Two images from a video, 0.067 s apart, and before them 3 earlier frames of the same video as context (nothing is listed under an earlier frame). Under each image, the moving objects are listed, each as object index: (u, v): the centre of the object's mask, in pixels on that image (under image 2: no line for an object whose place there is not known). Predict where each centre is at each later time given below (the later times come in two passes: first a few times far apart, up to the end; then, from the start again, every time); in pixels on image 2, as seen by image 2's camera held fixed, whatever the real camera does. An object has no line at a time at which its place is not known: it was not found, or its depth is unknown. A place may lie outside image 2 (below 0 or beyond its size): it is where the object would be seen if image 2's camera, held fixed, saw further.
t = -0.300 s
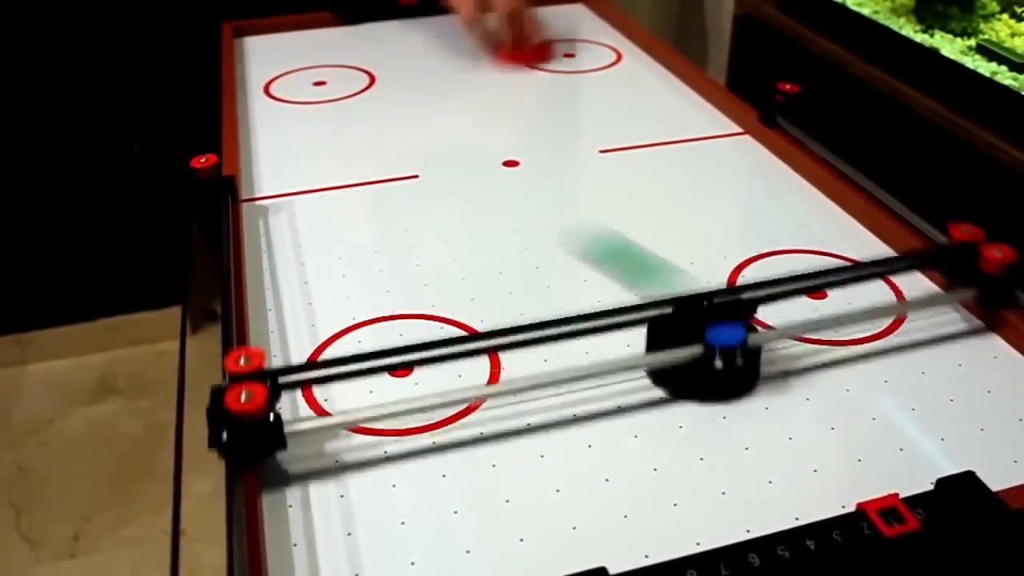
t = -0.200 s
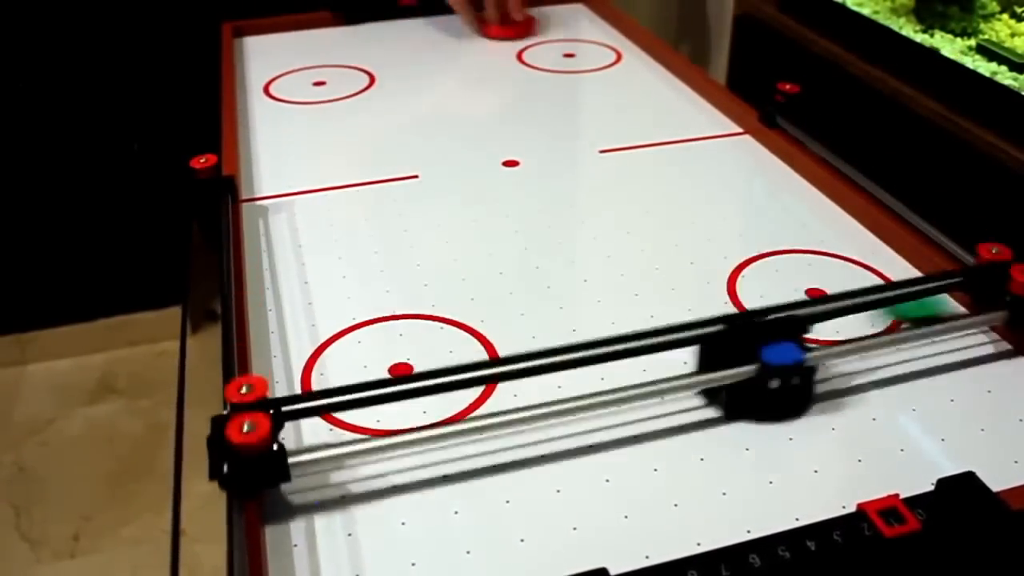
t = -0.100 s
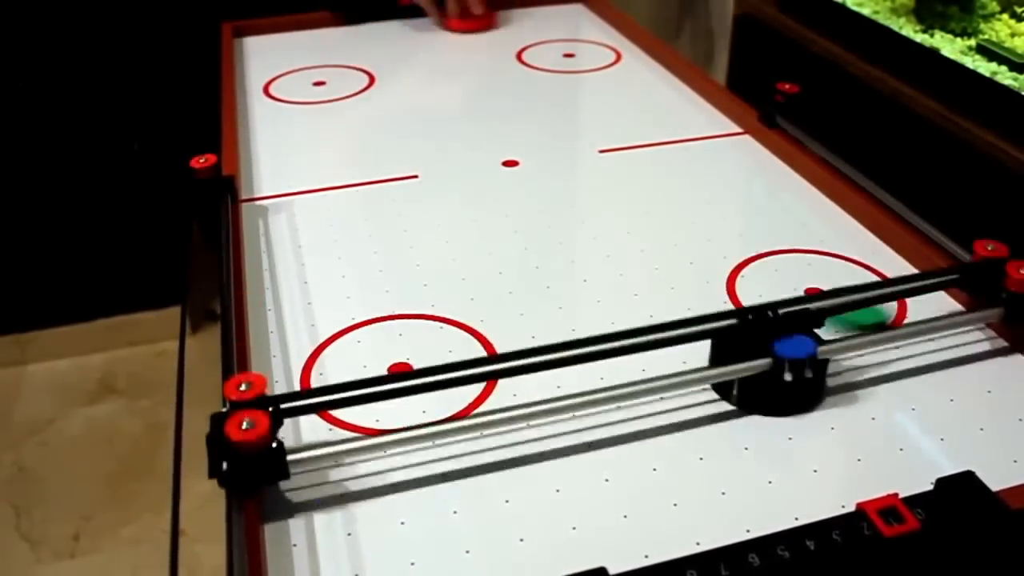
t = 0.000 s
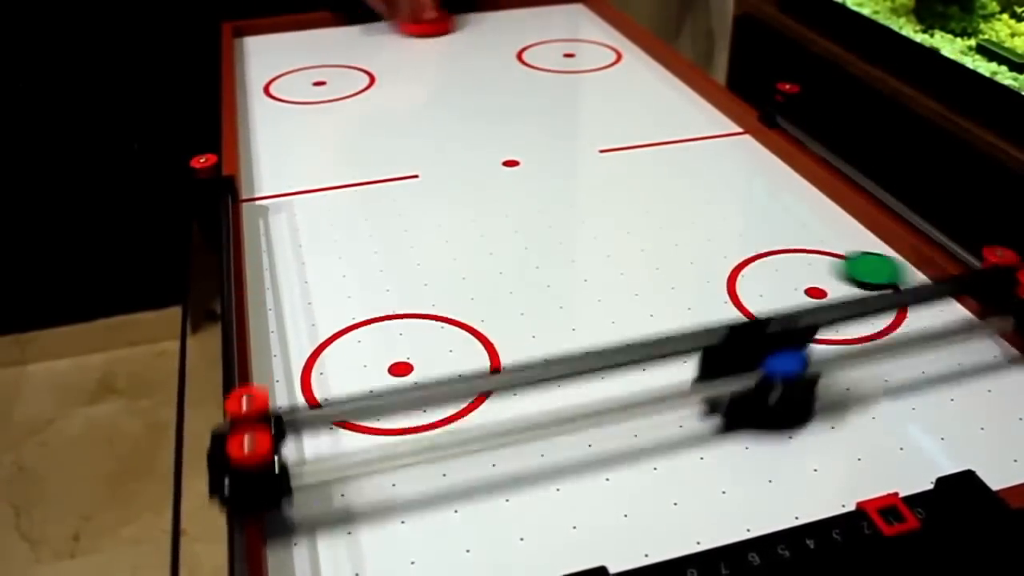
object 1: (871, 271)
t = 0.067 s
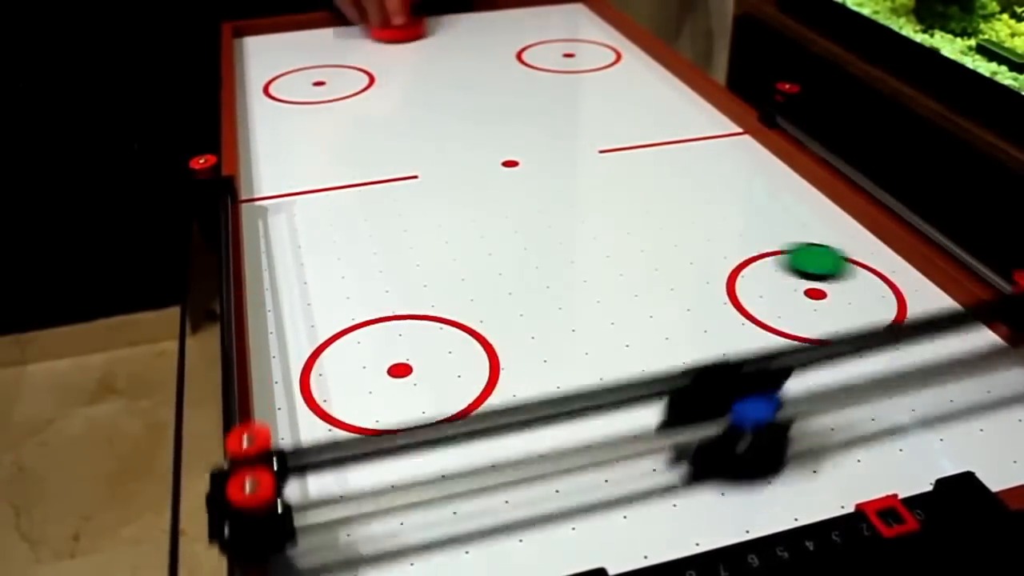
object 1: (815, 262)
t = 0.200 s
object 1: (707, 241)
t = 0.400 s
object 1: (565, 210)
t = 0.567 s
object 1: (468, 185)
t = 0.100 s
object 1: (787, 257)
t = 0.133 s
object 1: (758, 251)
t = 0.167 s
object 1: (732, 246)
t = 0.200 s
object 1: (707, 241)
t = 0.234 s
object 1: (682, 236)
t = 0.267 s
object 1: (657, 231)
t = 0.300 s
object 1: (634, 226)
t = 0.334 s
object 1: (611, 221)
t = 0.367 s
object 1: (588, 215)
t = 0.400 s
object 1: (565, 210)
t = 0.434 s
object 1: (545, 205)
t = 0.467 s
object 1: (524, 199)
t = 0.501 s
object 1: (505, 195)
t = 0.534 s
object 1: (486, 190)
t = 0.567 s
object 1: (468, 185)
